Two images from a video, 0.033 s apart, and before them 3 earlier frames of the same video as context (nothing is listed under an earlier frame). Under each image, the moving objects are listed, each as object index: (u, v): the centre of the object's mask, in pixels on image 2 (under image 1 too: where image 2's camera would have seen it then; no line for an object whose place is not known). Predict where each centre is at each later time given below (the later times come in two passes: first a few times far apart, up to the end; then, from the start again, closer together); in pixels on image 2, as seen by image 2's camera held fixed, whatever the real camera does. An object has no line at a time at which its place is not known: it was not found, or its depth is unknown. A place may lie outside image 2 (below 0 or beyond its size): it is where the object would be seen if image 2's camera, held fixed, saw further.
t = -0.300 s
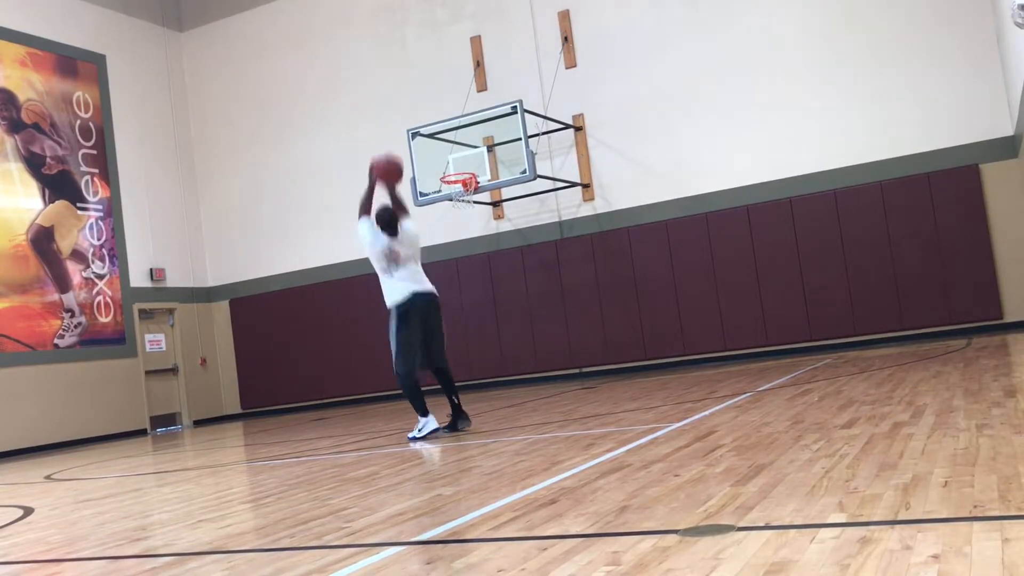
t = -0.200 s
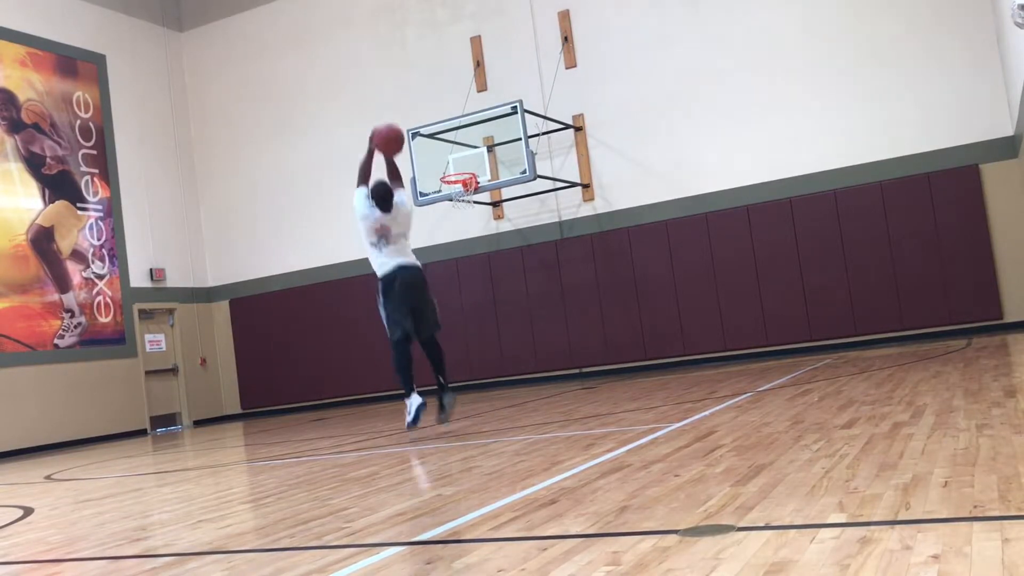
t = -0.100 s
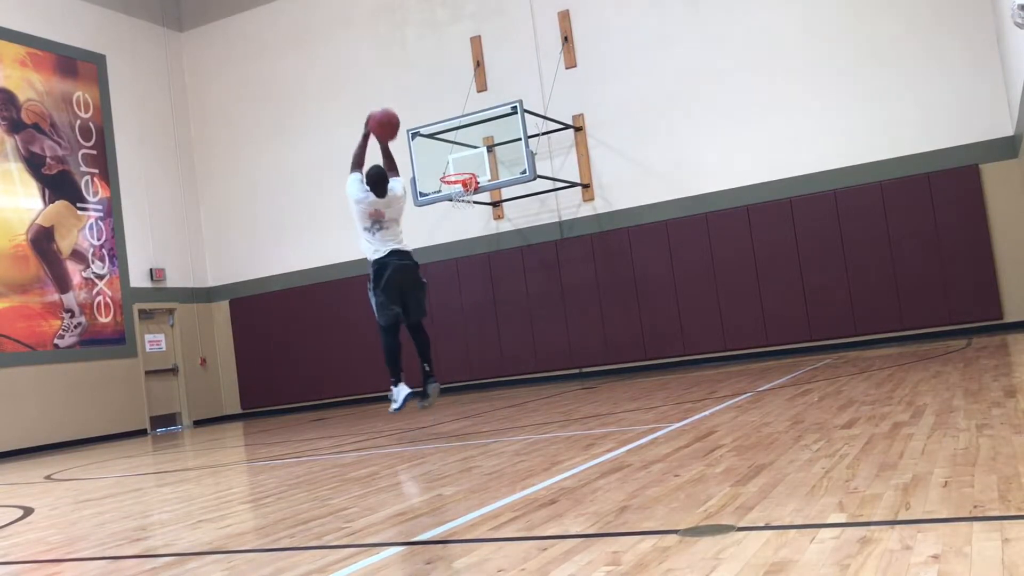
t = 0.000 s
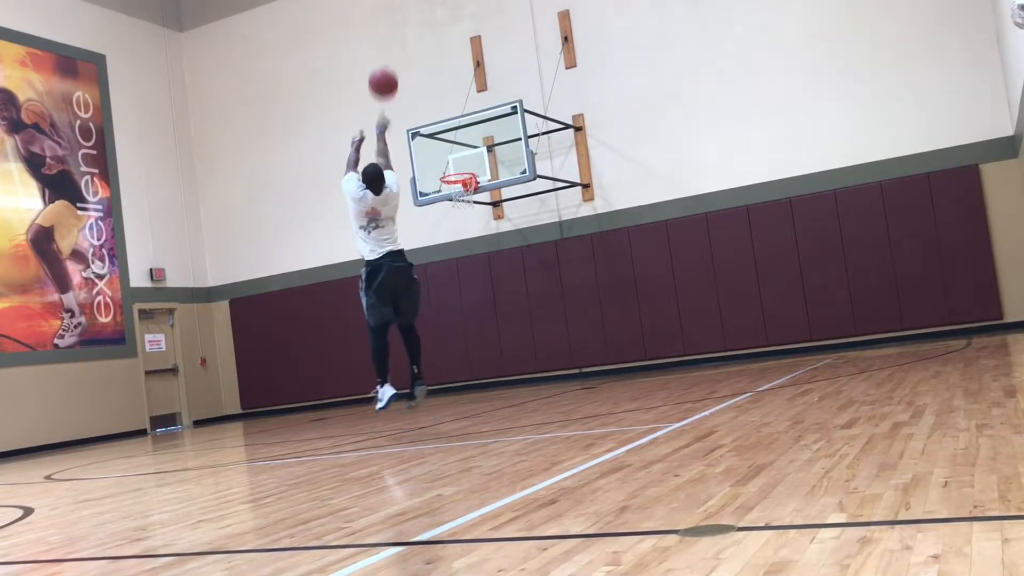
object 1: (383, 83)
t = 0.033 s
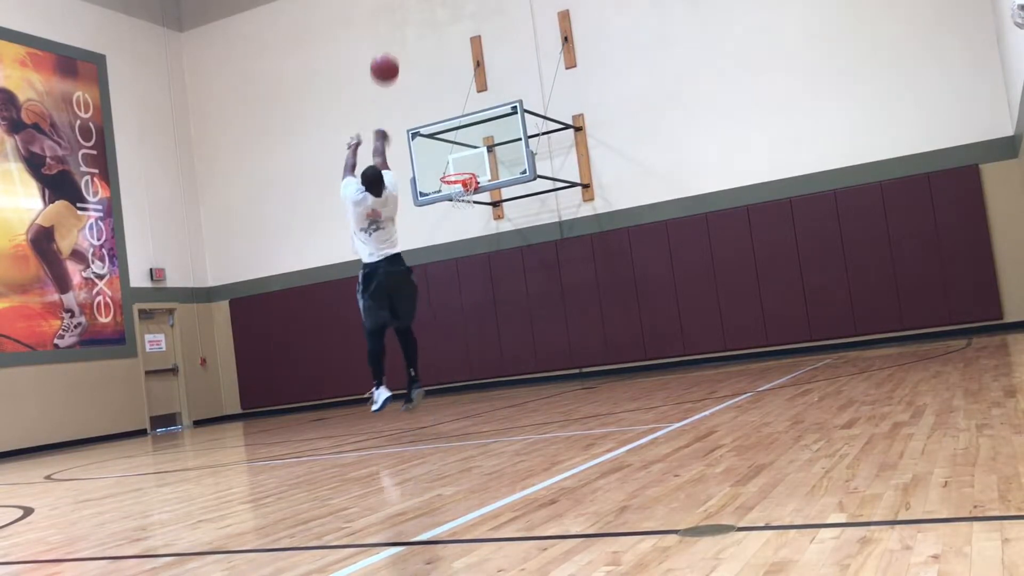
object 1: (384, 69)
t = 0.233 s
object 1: (394, 18)
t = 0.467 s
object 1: (409, 17)
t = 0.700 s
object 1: (426, 58)
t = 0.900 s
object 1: (442, 118)
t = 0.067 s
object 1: (386, 57)
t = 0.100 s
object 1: (387, 46)
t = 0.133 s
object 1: (389, 37)
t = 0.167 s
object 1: (391, 29)
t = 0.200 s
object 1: (392, 23)
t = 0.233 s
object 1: (394, 18)
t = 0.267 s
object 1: (396, 15)
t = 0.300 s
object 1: (398, 18)
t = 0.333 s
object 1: (399, 11)
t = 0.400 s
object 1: (404, 13)
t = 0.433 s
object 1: (408, 13)
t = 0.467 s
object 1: (409, 17)
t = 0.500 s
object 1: (411, 21)
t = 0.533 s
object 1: (414, 25)
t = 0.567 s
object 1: (416, 30)
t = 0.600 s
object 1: (418, 36)
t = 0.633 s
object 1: (421, 43)
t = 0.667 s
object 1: (423, 50)
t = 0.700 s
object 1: (426, 58)
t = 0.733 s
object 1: (428, 67)
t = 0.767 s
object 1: (431, 76)
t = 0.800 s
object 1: (434, 86)
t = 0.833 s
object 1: (437, 97)
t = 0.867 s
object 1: (439, 108)
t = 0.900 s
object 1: (442, 118)
